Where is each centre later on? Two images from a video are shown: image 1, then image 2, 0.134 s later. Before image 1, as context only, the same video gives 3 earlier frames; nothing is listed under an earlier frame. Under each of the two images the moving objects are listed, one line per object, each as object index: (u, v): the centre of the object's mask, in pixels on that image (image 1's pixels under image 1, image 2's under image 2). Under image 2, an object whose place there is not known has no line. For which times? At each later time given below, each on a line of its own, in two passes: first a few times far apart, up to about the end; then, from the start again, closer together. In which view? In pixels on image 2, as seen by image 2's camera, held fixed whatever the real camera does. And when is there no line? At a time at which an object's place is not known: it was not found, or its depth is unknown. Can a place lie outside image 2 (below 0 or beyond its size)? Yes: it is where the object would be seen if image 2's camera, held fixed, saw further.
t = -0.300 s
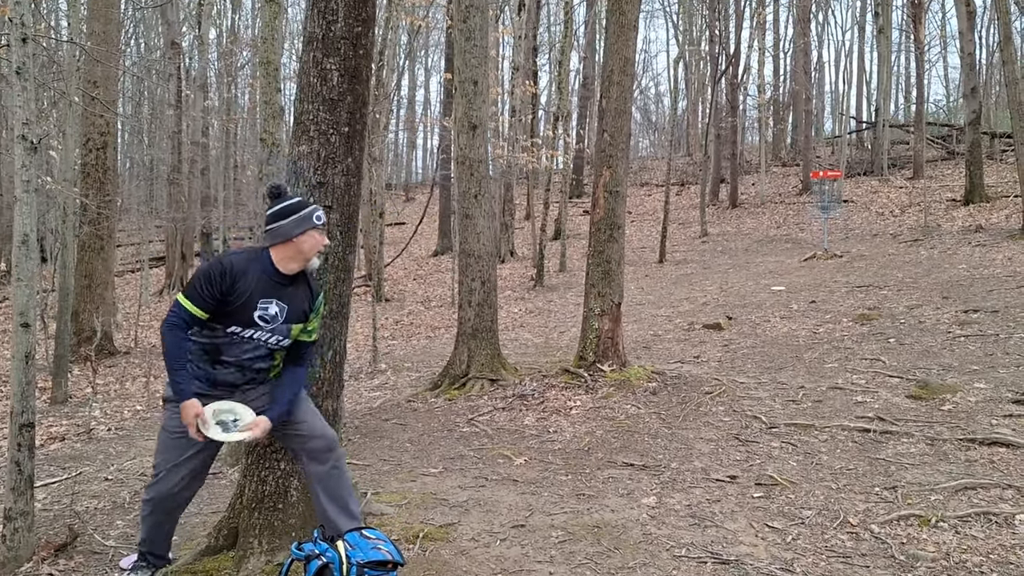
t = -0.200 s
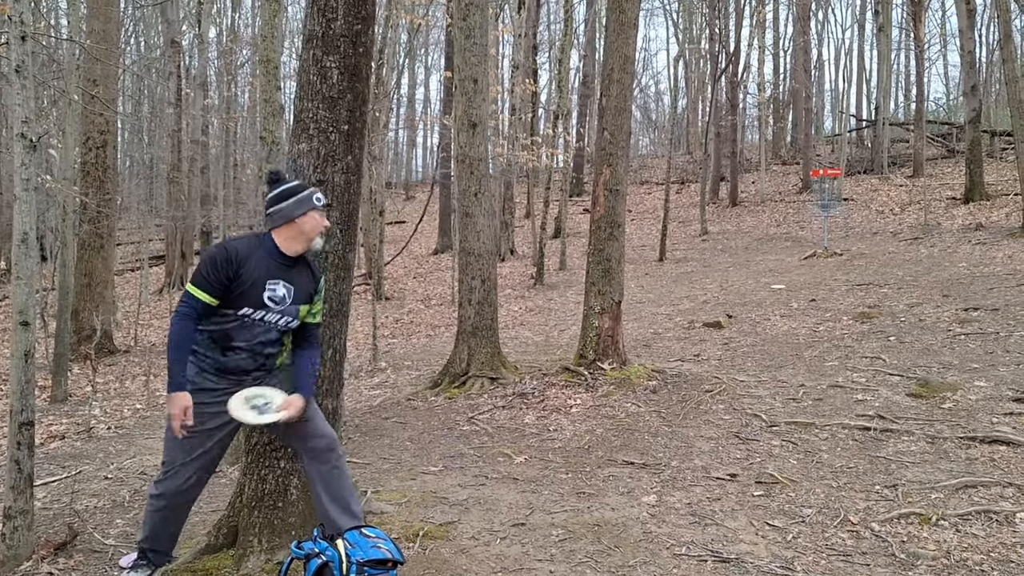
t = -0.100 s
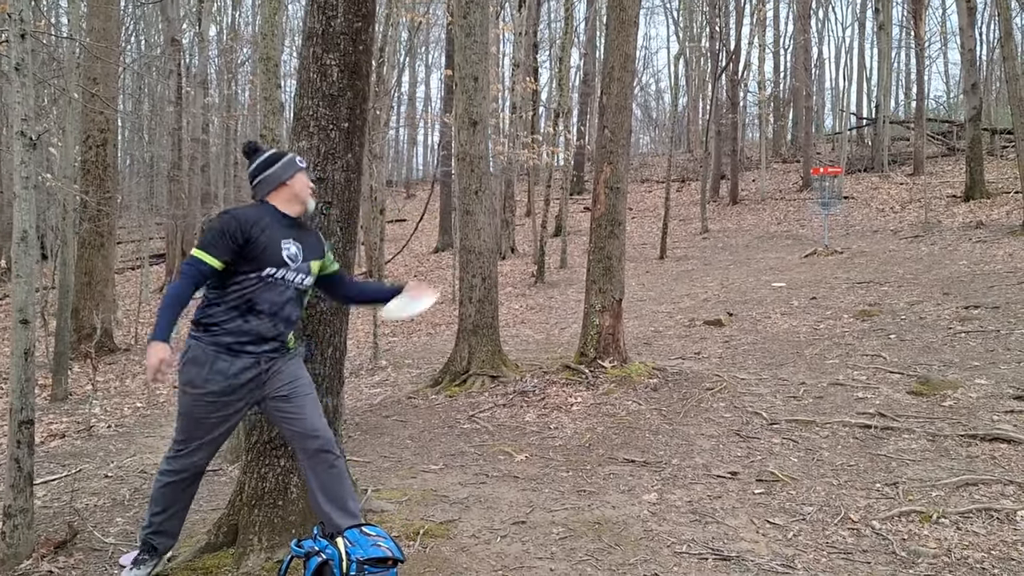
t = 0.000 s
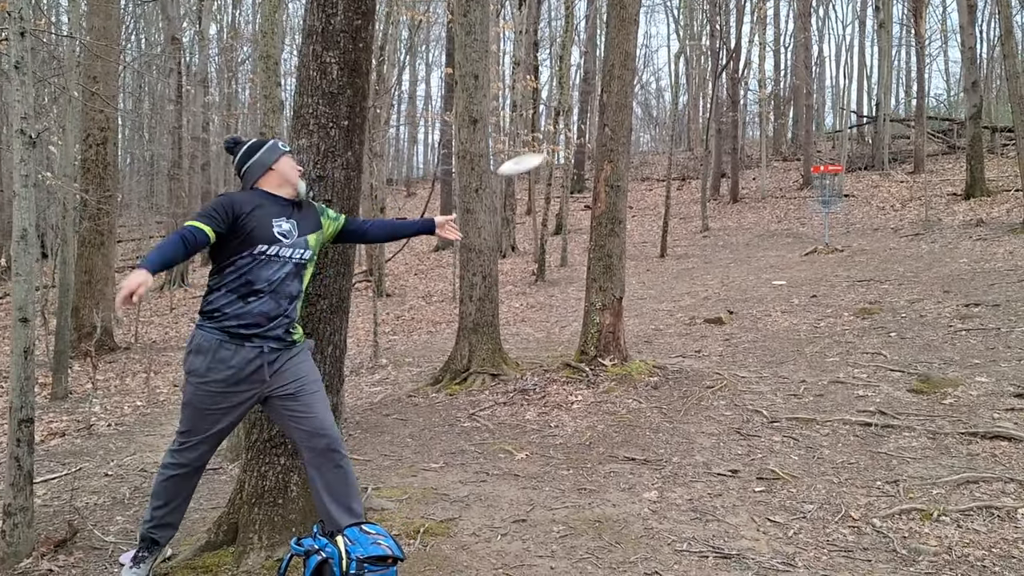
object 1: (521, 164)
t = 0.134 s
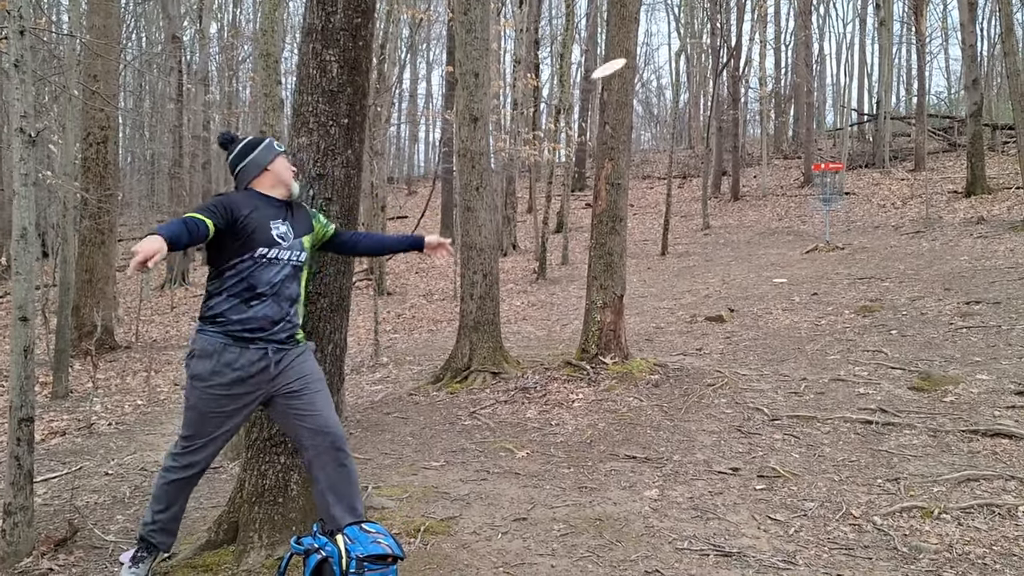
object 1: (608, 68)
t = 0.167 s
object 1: (623, 55)
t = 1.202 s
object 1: (769, 88)
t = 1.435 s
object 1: (773, 128)
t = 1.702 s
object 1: (778, 183)
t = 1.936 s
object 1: (782, 241)
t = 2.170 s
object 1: (781, 257)
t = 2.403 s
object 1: (780, 258)
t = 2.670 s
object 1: (781, 258)
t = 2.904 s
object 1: (780, 258)
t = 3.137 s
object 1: (779, 258)
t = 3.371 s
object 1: (778, 257)
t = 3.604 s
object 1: (776, 257)
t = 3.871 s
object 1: (776, 257)
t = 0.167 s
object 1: (623, 55)
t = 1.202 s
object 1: (769, 88)
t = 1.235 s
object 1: (769, 93)
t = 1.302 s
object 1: (770, 104)
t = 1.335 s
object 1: (771, 110)
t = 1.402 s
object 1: (773, 121)
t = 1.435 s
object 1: (773, 128)
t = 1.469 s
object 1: (774, 134)
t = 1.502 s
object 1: (775, 140)
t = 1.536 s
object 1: (776, 147)
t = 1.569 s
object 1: (776, 154)
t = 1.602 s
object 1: (776, 161)
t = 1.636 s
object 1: (777, 168)
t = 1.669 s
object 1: (777, 175)
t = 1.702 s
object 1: (778, 183)
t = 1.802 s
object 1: (780, 207)
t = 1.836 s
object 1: (780, 215)
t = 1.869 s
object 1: (781, 224)
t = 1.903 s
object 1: (781, 232)
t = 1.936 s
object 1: (782, 241)
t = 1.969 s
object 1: (782, 251)
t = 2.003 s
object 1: (782, 259)
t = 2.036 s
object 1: (782, 259)
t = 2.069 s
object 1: (783, 257)
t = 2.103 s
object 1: (782, 256)
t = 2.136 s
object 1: (782, 256)
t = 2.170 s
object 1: (781, 257)
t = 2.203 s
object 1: (781, 258)
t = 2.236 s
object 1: (781, 258)
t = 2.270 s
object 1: (780, 258)
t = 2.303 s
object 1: (780, 258)
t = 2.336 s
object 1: (780, 258)
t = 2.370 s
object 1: (779, 259)
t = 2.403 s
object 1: (780, 258)
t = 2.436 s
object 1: (780, 258)
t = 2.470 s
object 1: (780, 258)
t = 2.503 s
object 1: (780, 258)
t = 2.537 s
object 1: (780, 258)
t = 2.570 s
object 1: (780, 258)
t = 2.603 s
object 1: (781, 258)
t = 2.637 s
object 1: (780, 258)
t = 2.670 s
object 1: (781, 258)
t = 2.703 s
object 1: (780, 258)
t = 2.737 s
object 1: (780, 258)
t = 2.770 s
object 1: (781, 258)
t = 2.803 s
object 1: (781, 258)
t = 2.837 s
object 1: (780, 258)
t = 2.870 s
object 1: (780, 258)
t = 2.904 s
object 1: (780, 258)
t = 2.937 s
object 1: (780, 258)
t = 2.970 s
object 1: (780, 258)
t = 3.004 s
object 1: (780, 258)
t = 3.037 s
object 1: (780, 258)
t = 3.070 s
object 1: (780, 258)
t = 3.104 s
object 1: (780, 258)
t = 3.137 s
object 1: (779, 258)
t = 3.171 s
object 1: (779, 258)
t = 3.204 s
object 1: (779, 258)
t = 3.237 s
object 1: (778, 258)
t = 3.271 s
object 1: (778, 258)
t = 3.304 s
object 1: (778, 257)
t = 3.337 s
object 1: (777, 258)
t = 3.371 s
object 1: (778, 257)
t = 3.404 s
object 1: (778, 258)
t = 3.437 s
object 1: (777, 257)
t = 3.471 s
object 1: (777, 257)
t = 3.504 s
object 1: (777, 257)
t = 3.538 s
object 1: (777, 257)
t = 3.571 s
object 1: (776, 257)
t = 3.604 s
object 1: (776, 257)
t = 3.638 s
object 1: (776, 257)
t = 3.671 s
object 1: (776, 257)
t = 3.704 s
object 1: (776, 257)
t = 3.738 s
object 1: (776, 257)
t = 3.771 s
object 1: (776, 257)
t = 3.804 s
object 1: (776, 257)
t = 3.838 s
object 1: (776, 257)
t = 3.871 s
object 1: (776, 257)
